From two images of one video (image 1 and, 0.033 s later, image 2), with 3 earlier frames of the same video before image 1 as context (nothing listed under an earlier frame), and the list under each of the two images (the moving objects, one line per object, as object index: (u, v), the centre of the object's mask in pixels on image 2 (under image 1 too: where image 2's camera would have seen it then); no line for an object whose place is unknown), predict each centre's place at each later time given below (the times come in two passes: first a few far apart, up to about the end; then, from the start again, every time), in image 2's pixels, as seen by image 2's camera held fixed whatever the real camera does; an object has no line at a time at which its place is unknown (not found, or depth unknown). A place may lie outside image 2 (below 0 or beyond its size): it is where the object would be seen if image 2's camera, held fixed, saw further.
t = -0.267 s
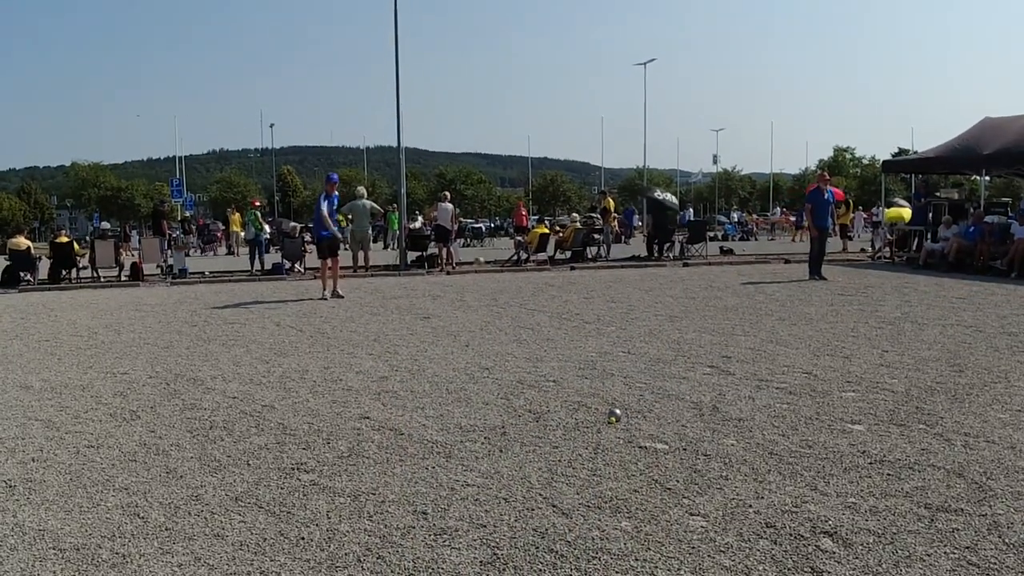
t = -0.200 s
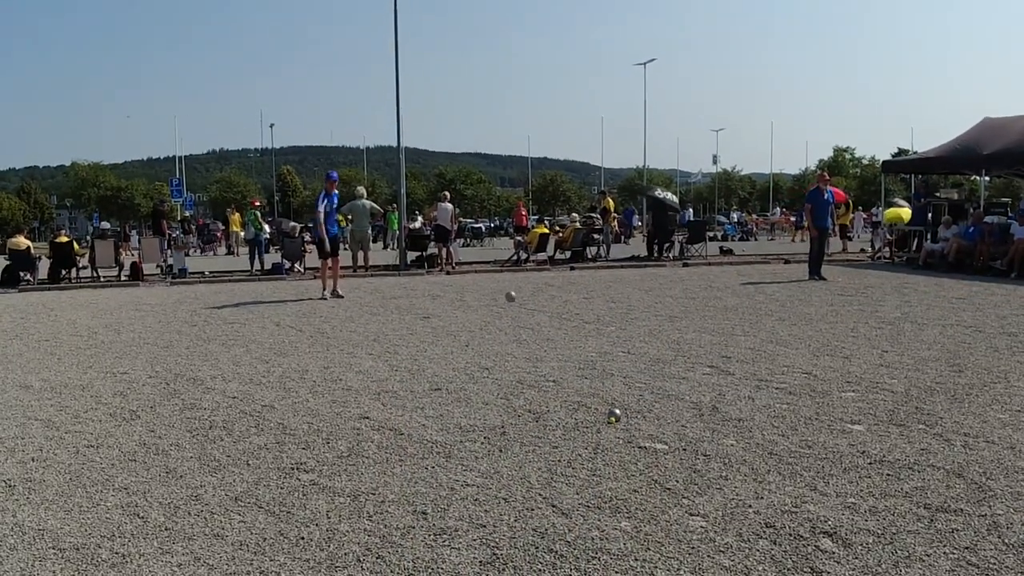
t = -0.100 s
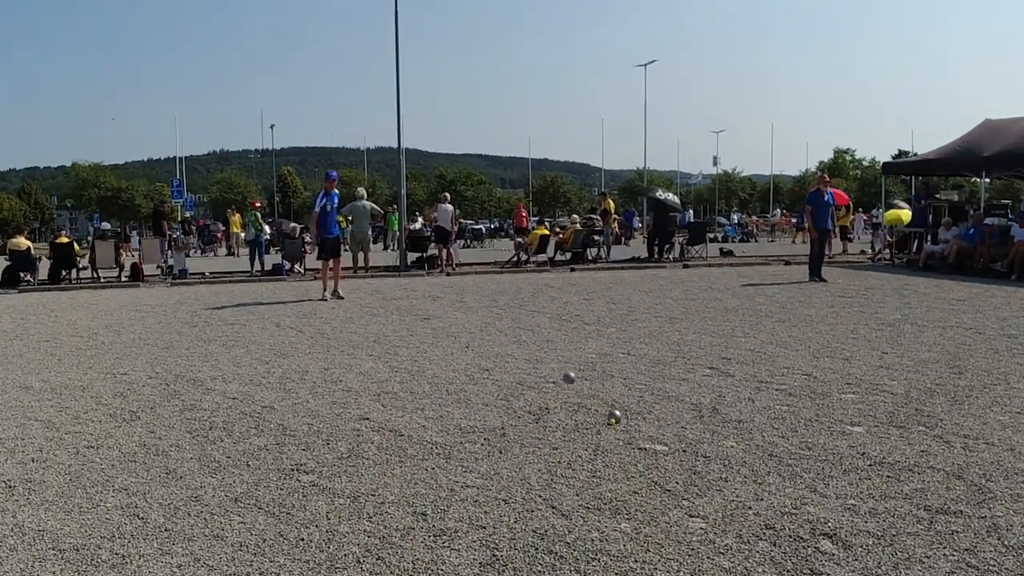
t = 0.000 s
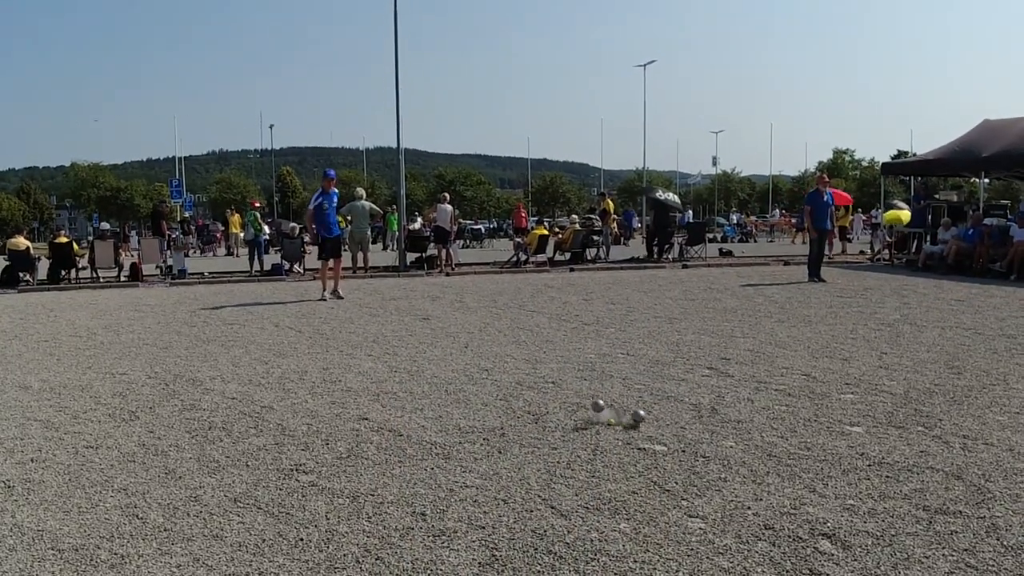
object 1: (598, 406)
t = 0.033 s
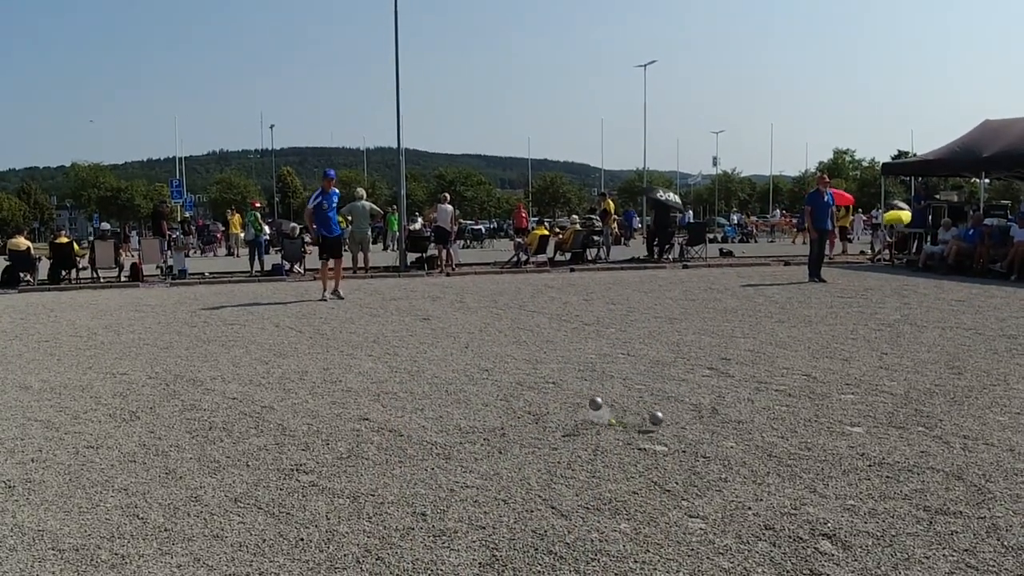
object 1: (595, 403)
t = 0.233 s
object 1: (576, 436)
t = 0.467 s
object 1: (557, 487)
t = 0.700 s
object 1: (543, 512)
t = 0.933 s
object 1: (526, 532)
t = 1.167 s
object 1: (513, 539)
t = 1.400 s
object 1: (515, 543)
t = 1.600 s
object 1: (516, 544)
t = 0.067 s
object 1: (593, 403)
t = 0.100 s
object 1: (590, 405)
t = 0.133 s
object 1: (587, 409)
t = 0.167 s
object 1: (584, 415)
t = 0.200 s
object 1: (580, 424)
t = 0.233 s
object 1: (576, 436)
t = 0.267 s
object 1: (570, 455)
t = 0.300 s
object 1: (569, 463)
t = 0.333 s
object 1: (567, 464)
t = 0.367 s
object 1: (564, 469)
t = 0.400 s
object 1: (561, 476)
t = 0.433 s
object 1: (559, 482)
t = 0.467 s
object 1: (557, 487)
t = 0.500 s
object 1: (554, 488)
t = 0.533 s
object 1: (552, 492)
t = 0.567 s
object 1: (549, 498)
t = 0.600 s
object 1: (548, 502)
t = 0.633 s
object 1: (546, 506)
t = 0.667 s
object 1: (544, 509)
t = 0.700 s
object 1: (543, 512)
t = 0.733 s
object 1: (540, 516)
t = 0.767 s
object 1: (538, 520)
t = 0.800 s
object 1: (535, 523)
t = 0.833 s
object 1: (533, 526)
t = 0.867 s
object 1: (531, 529)
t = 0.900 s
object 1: (528, 530)
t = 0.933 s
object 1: (526, 532)
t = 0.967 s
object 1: (523, 533)
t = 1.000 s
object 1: (519, 535)
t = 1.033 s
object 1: (517, 536)
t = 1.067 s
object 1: (516, 537)
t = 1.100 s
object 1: (515, 538)
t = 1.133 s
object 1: (514, 539)
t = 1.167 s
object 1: (513, 539)
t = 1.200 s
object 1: (514, 540)
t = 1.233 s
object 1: (514, 541)
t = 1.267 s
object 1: (515, 542)
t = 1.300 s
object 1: (515, 542)
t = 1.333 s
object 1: (515, 542)
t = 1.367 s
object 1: (515, 543)
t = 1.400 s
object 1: (515, 543)
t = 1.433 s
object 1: (516, 544)
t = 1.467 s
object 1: (516, 544)
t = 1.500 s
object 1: (516, 544)
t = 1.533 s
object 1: (516, 544)
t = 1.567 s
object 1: (516, 544)
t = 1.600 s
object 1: (516, 544)
